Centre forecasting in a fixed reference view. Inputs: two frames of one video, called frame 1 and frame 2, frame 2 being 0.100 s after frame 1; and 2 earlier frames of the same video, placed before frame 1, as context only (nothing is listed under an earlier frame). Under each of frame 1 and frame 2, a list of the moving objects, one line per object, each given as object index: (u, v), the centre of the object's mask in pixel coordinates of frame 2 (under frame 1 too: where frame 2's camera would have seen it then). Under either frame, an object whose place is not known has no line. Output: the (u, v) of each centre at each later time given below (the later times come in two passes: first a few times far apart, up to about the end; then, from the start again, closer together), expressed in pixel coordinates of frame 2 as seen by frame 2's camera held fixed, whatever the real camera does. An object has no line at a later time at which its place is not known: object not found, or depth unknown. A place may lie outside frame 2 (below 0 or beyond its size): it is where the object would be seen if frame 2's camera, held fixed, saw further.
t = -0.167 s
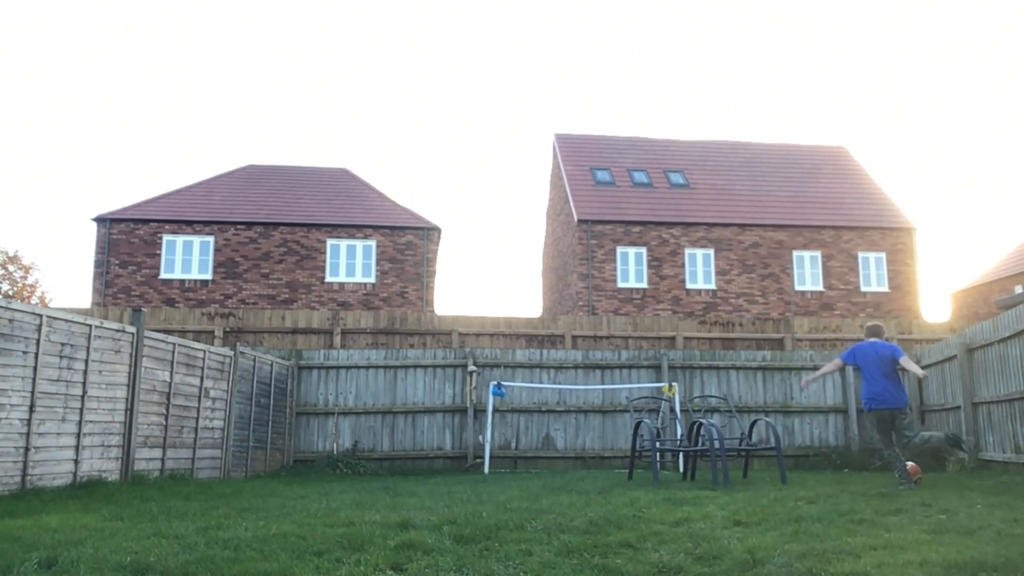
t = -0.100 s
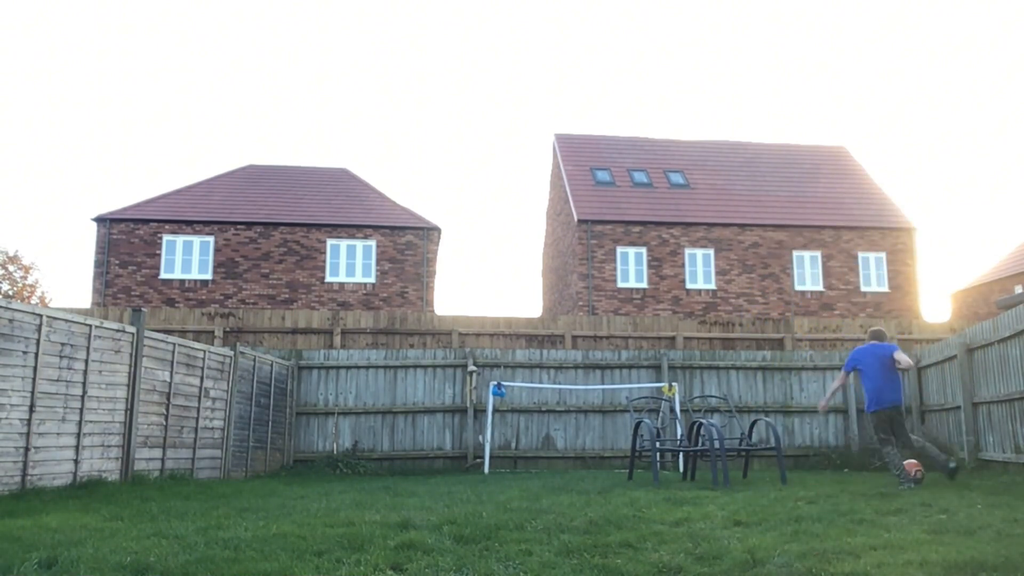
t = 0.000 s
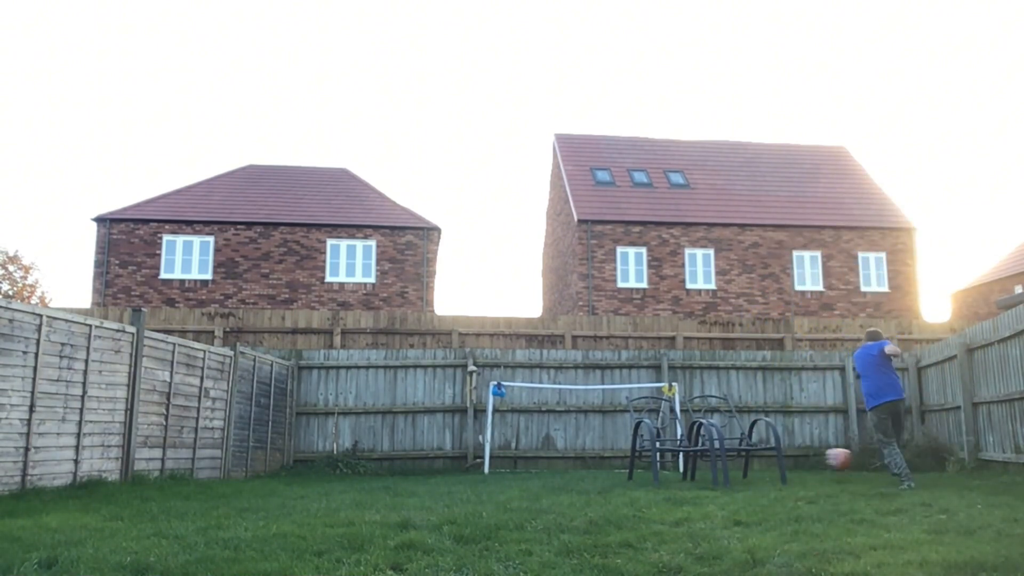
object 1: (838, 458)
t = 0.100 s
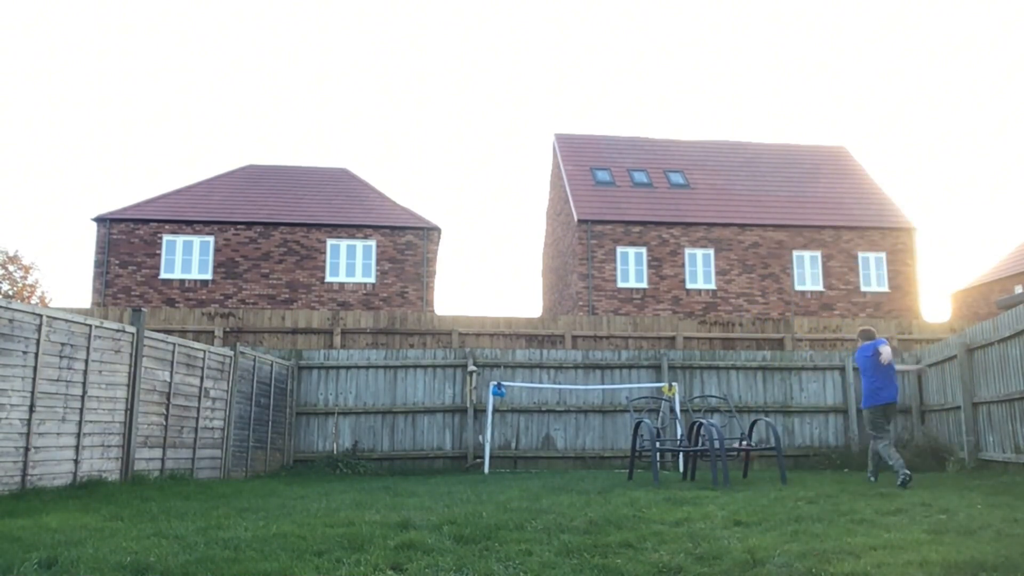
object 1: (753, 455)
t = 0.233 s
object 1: (643, 458)
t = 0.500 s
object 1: (494, 456)
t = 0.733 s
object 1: (503, 463)
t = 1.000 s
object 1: (522, 463)
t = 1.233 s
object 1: (537, 464)
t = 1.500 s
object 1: (550, 464)
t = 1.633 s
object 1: (556, 465)
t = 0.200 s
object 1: (664, 454)
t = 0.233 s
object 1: (643, 458)
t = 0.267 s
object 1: (614, 460)
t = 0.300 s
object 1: (592, 464)
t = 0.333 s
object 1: (571, 466)
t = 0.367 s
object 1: (553, 463)
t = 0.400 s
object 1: (536, 460)
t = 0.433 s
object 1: (519, 459)
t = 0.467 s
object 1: (502, 457)
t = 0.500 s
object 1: (494, 456)
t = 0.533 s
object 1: (497, 455)
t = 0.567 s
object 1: (497, 455)
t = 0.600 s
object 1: (498, 456)
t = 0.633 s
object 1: (499, 458)
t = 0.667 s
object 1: (500, 460)
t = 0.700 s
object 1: (501, 463)
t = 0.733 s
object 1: (503, 463)
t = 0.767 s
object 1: (504, 462)
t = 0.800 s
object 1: (507, 462)
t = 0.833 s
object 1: (510, 464)
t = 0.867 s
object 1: (513, 463)
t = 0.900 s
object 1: (515, 464)
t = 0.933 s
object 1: (517, 463)
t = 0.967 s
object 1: (520, 464)
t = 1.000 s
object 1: (522, 463)
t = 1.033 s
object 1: (524, 464)
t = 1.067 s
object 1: (527, 464)
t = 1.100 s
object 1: (529, 464)
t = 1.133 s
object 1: (531, 464)
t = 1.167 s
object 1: (533, 464)
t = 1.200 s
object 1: (535, 464)
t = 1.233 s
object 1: (537, 464)
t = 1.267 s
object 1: (539, 464)
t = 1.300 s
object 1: (541, 464)
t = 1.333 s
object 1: (542, 464)
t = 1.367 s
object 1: (543, 464)
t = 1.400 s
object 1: (545, 464)
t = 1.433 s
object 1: (547, 464)
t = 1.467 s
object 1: (549, 464)
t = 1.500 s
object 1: (550, 464)
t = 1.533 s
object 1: (552, 465)
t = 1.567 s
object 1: (554, 465)
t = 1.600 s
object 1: (555, 465)
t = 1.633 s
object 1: (556, 465)
